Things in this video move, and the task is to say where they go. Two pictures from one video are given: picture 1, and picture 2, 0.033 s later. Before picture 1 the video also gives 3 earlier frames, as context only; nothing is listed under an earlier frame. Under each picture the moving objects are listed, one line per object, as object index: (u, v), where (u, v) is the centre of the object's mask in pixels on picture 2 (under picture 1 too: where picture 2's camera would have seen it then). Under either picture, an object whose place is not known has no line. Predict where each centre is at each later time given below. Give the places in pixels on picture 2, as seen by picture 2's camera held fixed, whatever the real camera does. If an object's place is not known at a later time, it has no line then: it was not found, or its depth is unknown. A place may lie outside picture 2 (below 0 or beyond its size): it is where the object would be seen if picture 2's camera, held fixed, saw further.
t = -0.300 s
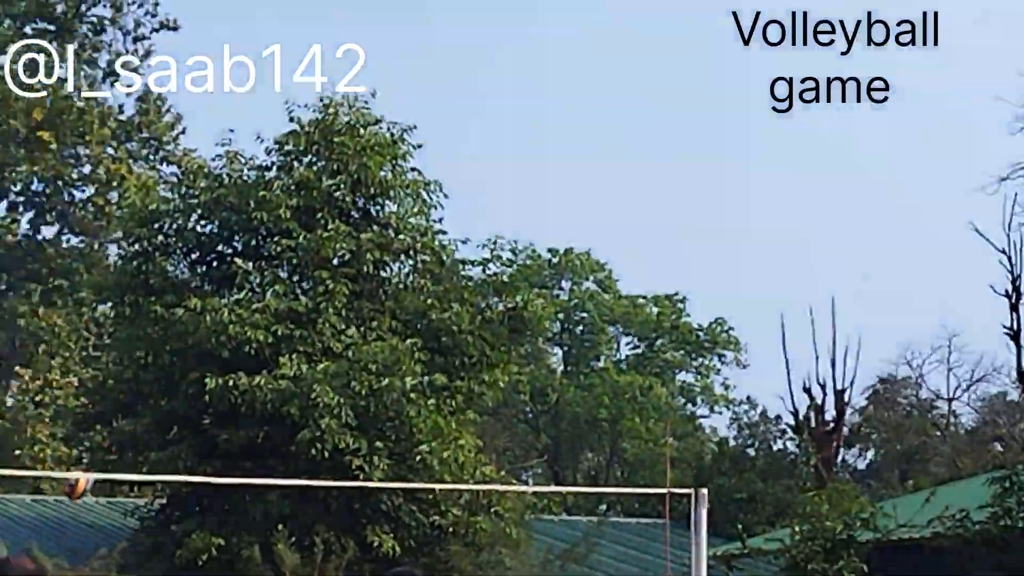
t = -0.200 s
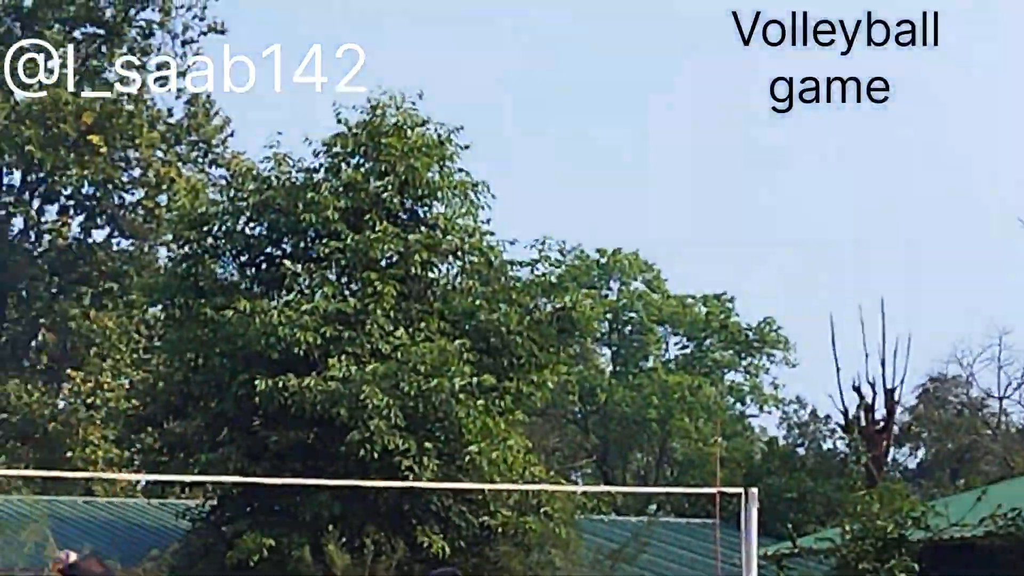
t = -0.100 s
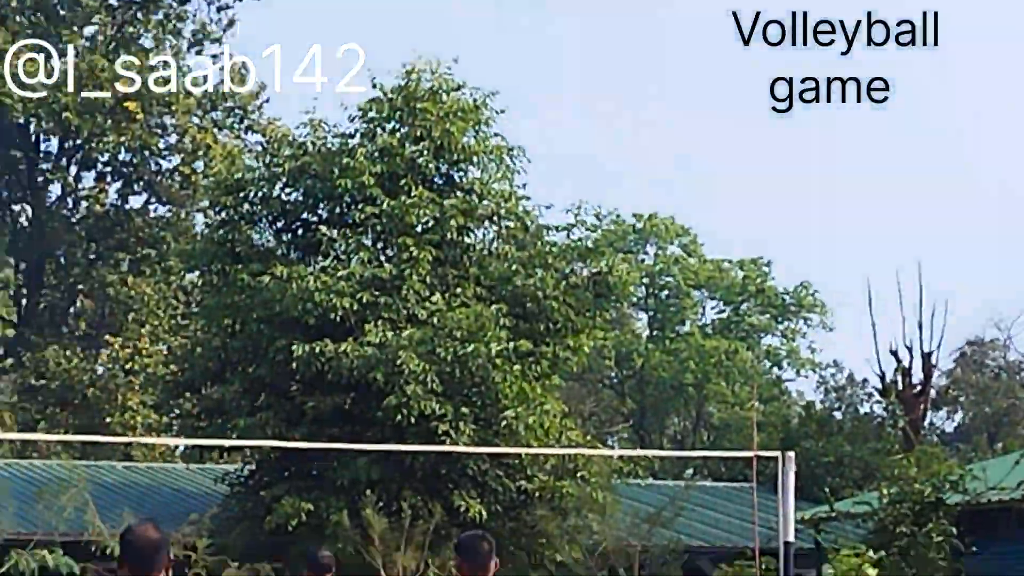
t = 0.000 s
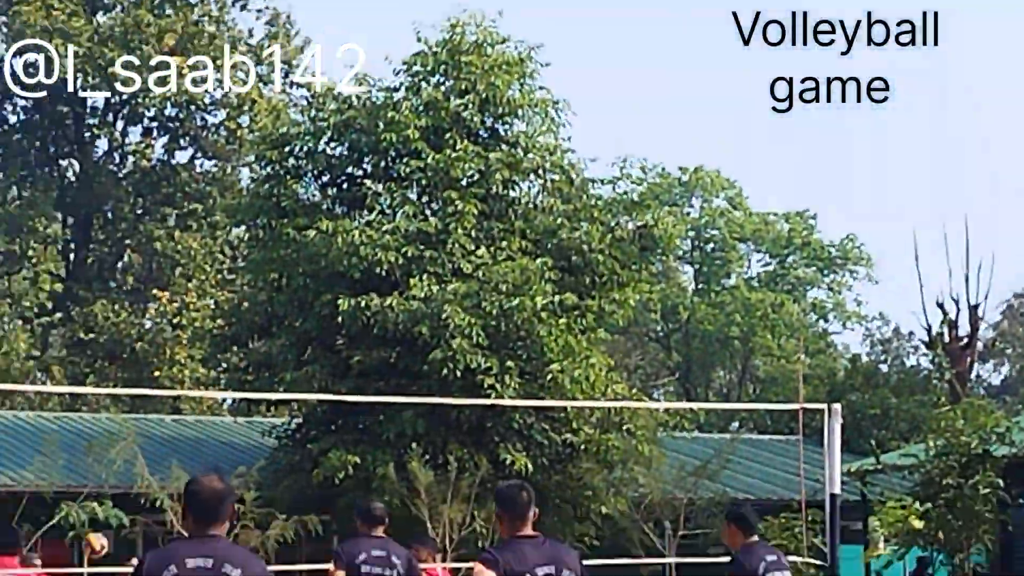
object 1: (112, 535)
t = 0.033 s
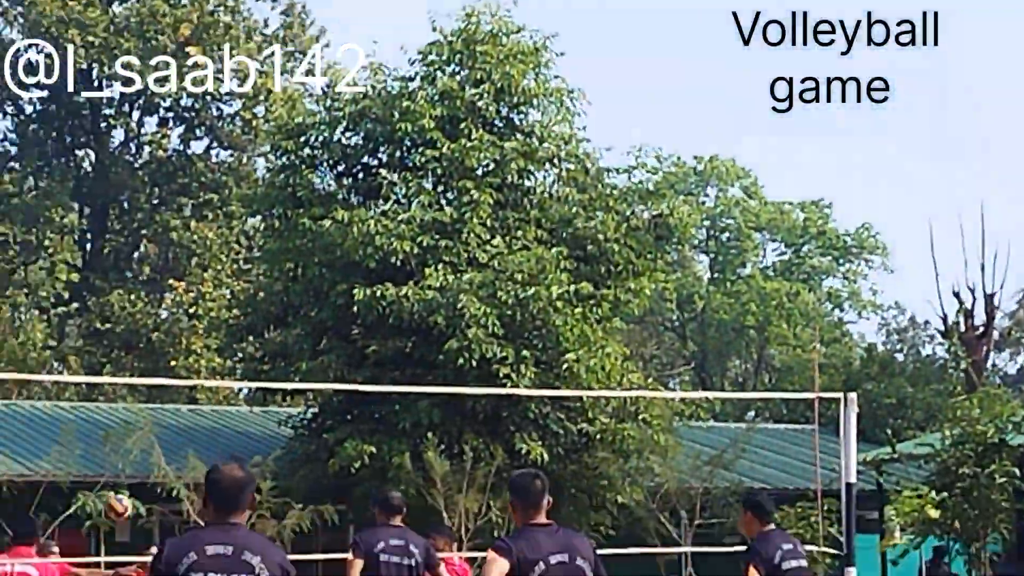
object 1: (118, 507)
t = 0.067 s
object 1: (126, 480)
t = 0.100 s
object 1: (132, 455)
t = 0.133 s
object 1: (140, 432)
